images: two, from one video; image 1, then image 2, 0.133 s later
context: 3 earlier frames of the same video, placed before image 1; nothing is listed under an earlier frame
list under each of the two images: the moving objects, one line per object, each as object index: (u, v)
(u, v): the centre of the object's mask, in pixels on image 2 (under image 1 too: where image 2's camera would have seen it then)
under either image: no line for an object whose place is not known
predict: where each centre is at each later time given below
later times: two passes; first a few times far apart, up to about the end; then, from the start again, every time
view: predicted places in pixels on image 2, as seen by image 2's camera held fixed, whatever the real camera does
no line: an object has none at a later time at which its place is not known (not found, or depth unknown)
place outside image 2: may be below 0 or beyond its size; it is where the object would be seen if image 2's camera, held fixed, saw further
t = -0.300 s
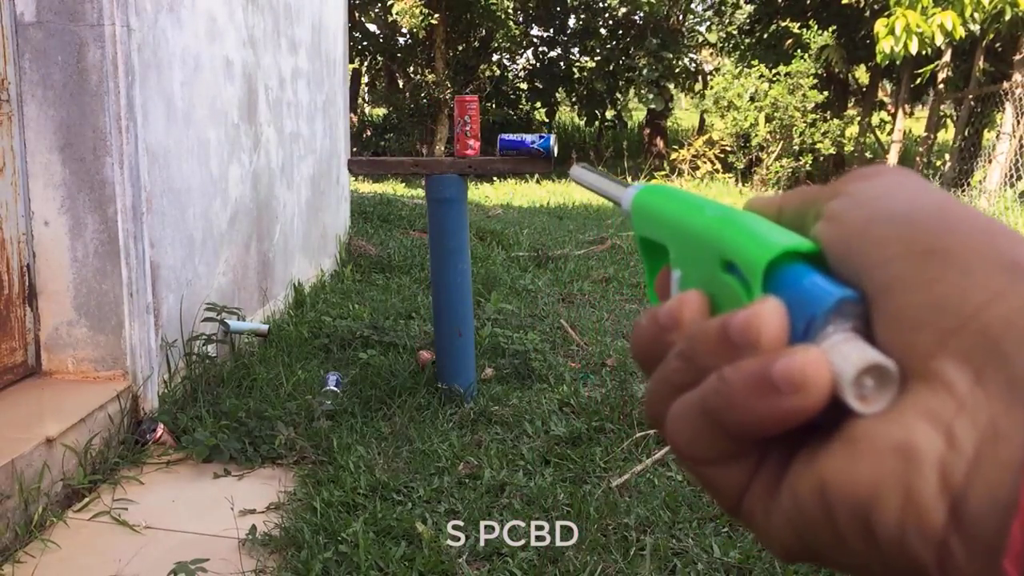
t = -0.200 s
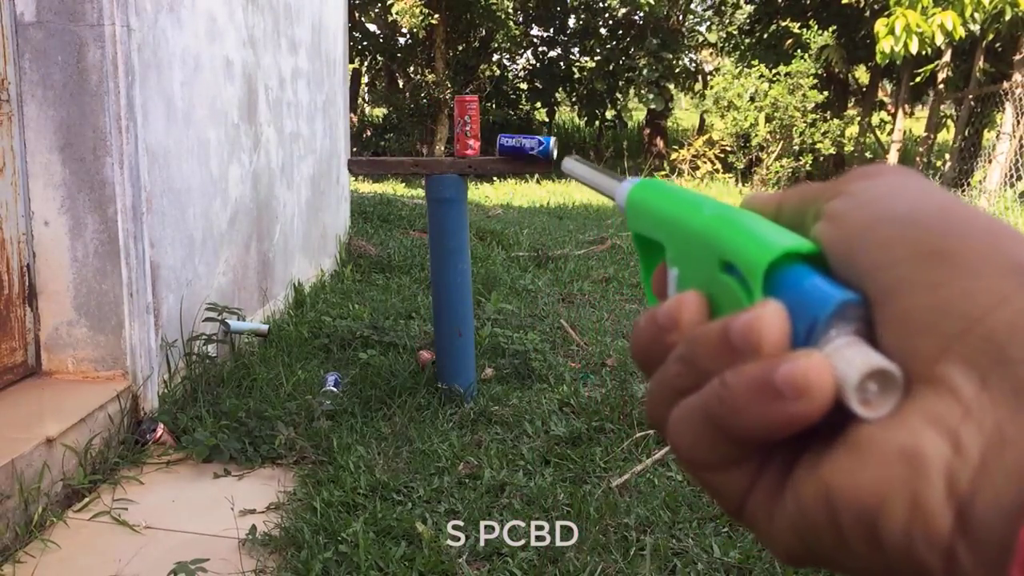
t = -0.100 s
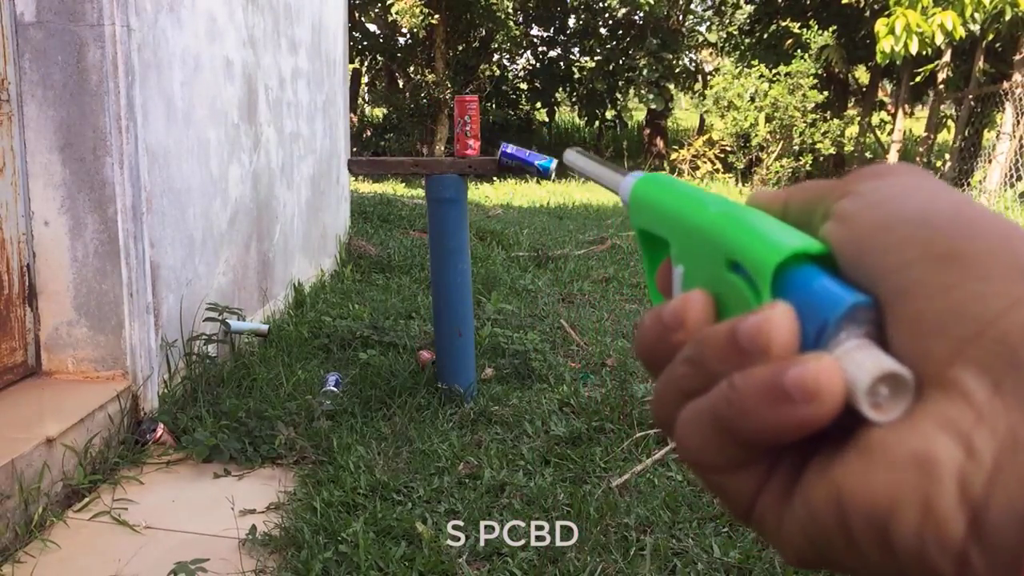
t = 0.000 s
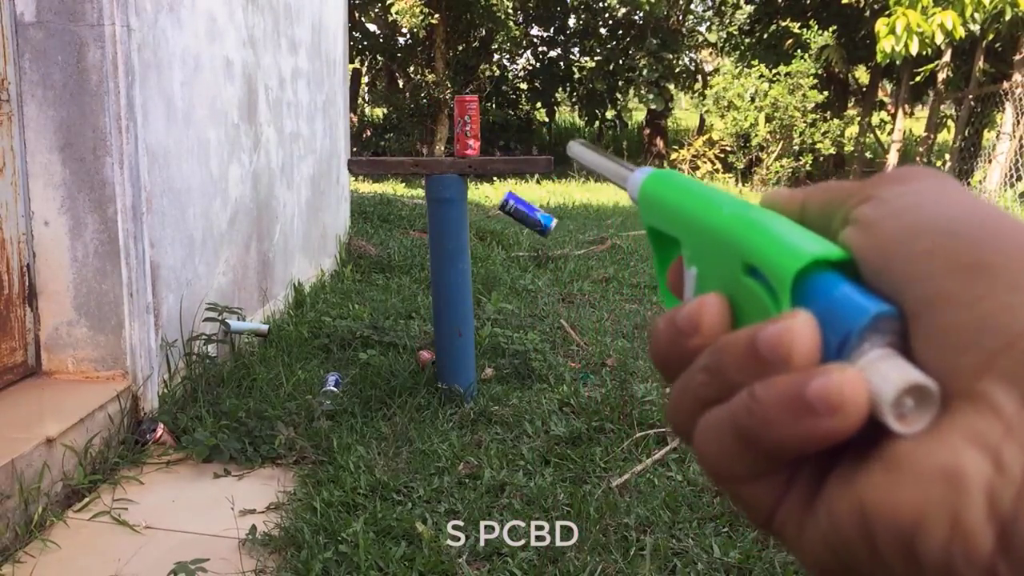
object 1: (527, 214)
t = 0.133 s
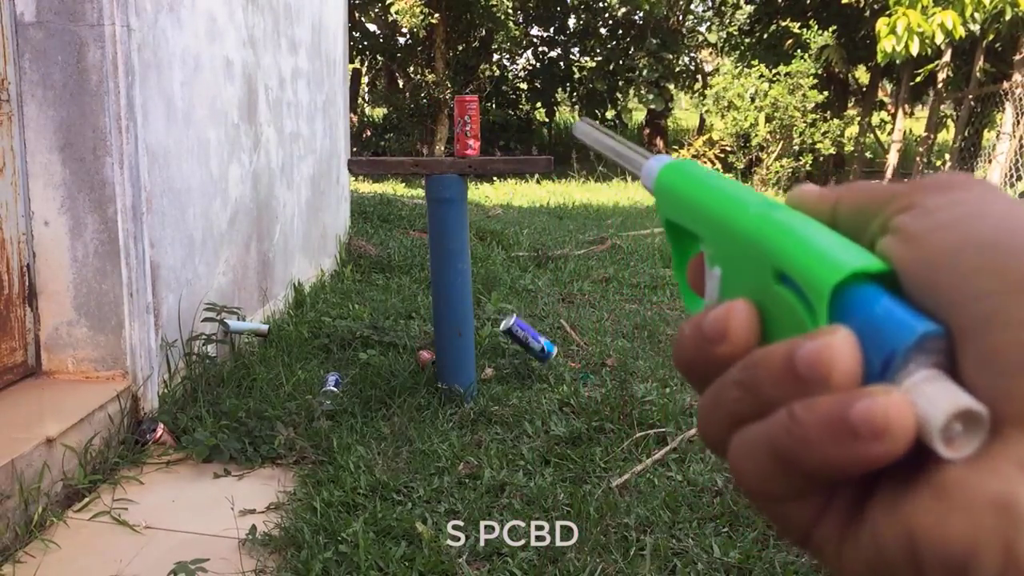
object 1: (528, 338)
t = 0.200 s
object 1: (521, 397)
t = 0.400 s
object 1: (445, 408)
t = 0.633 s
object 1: (409, 419)
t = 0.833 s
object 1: (407, 427)
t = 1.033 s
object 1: (407, 426)
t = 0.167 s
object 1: (529, 378)
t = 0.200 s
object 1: (521, 397)
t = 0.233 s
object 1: (508, 401)
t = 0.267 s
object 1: (495, 404)
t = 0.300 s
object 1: (482, 398)
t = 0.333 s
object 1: (469, 398)
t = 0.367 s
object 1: (457, 401)
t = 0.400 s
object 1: (445, 408)
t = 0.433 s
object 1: (435, 417)
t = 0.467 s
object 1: (423, 424)
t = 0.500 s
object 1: (417, 422)
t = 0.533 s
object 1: (415, 419)
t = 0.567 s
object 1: (412, 419)
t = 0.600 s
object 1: (410, 419)
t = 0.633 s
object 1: (409, 419)
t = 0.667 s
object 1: (408, 419)
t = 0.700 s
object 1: (408, 420)
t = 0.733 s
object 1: (409, 421)
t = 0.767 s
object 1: (409, 422)
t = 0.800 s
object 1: (409, 426)
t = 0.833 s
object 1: (407, 427)
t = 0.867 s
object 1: (407, 427)
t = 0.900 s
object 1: (407, 426)
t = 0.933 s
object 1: (407, 426)
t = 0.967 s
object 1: (407, 426)
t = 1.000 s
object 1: (407, 426)
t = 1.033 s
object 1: (407, 426)
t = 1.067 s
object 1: (407, 426)
